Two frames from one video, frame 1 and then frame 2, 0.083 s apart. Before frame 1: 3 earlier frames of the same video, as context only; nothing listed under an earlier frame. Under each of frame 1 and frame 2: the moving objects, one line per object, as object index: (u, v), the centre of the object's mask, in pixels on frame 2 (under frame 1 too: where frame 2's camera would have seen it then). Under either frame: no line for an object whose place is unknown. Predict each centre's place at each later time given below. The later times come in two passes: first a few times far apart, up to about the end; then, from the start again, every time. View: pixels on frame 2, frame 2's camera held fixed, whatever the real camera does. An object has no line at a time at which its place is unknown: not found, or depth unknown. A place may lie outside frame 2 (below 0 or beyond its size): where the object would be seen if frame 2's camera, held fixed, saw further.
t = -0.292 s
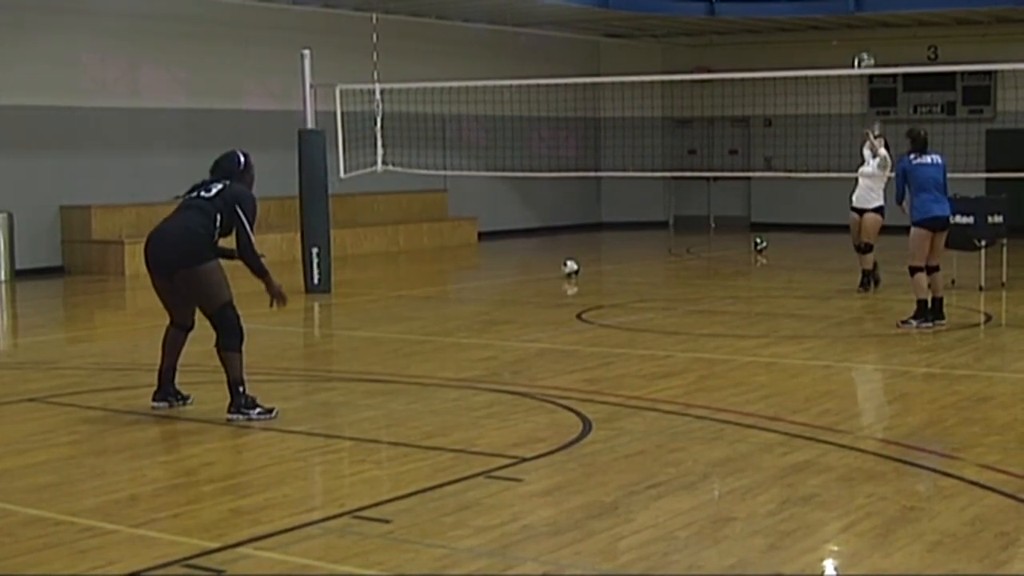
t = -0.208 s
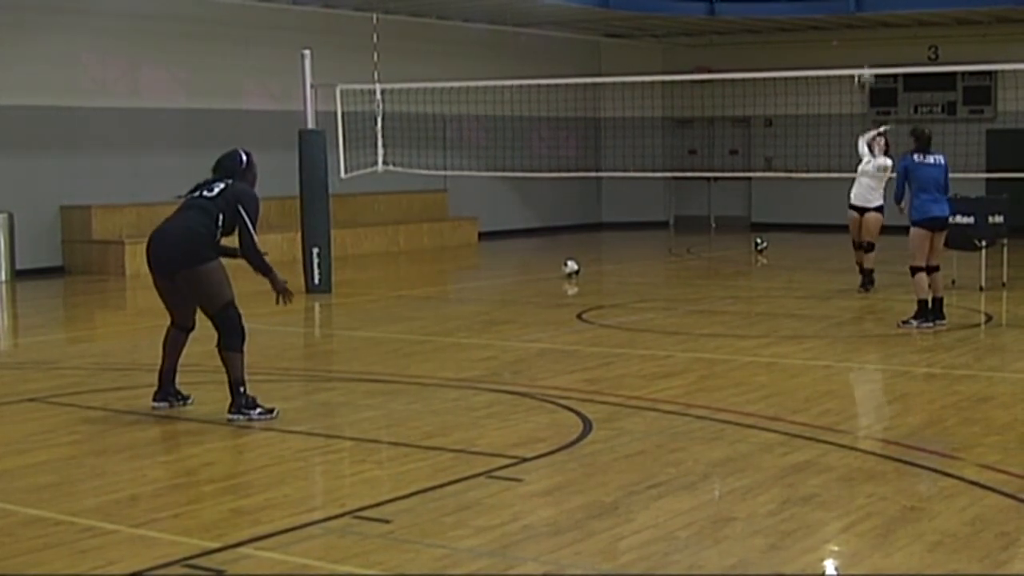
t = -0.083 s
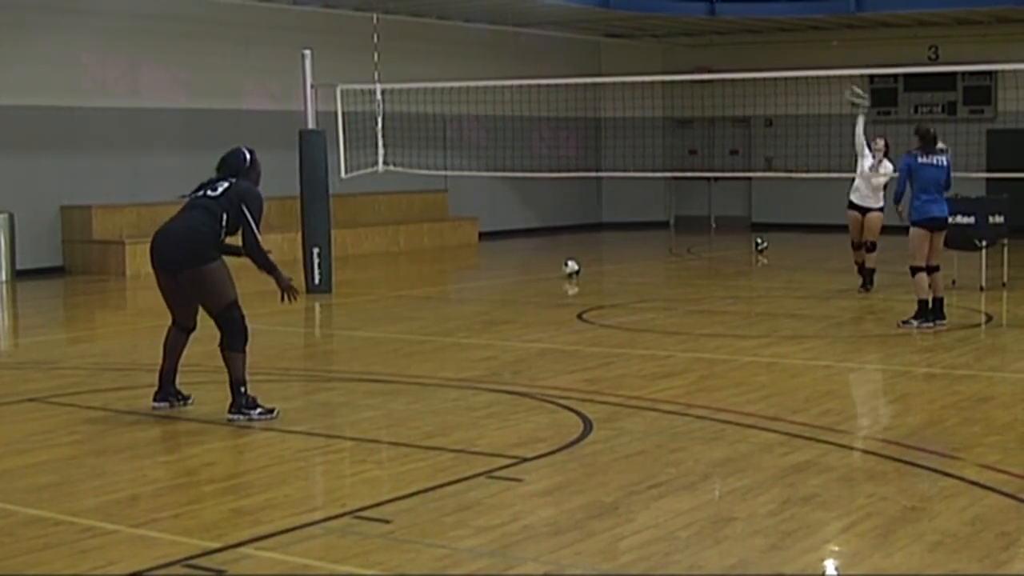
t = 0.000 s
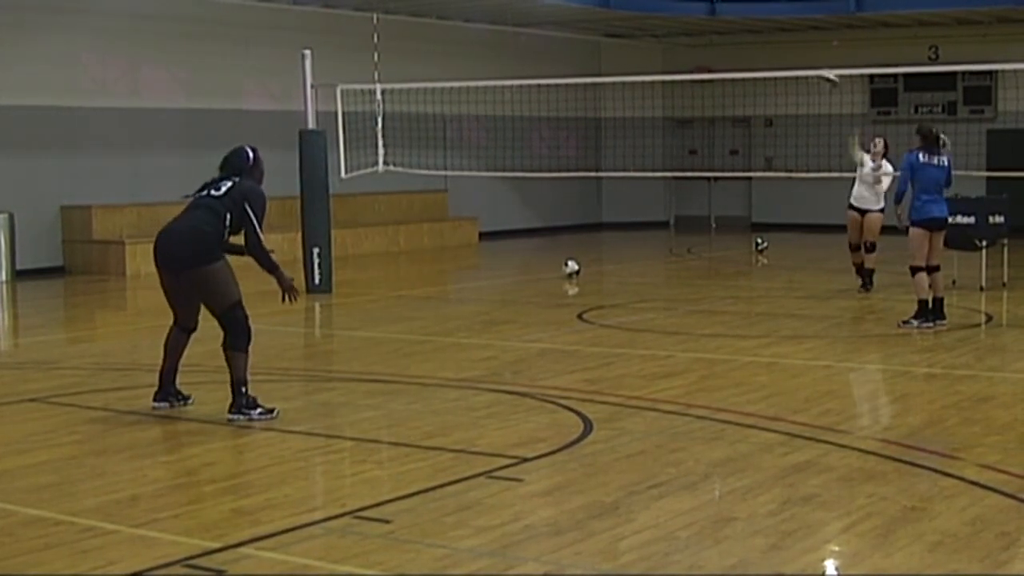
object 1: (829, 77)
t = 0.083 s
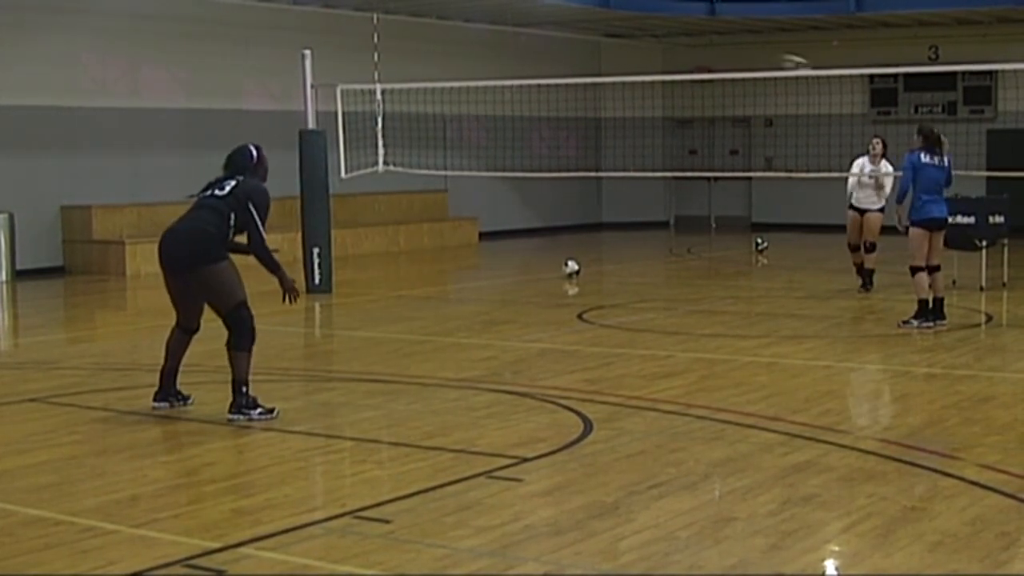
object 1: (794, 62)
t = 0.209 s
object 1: (742, 56)
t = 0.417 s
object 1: (639, 83)
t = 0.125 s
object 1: (778, 59)
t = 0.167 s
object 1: (759, 56)
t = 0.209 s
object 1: (742, 56)
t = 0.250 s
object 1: (724, 59)
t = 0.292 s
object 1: (703, 60)
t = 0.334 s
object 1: (684, 65)
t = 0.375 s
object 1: (663, 71)
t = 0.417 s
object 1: (639, 83)
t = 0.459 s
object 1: (618, 96)
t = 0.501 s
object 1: (592, 113)
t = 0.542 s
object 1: (571, 131)
